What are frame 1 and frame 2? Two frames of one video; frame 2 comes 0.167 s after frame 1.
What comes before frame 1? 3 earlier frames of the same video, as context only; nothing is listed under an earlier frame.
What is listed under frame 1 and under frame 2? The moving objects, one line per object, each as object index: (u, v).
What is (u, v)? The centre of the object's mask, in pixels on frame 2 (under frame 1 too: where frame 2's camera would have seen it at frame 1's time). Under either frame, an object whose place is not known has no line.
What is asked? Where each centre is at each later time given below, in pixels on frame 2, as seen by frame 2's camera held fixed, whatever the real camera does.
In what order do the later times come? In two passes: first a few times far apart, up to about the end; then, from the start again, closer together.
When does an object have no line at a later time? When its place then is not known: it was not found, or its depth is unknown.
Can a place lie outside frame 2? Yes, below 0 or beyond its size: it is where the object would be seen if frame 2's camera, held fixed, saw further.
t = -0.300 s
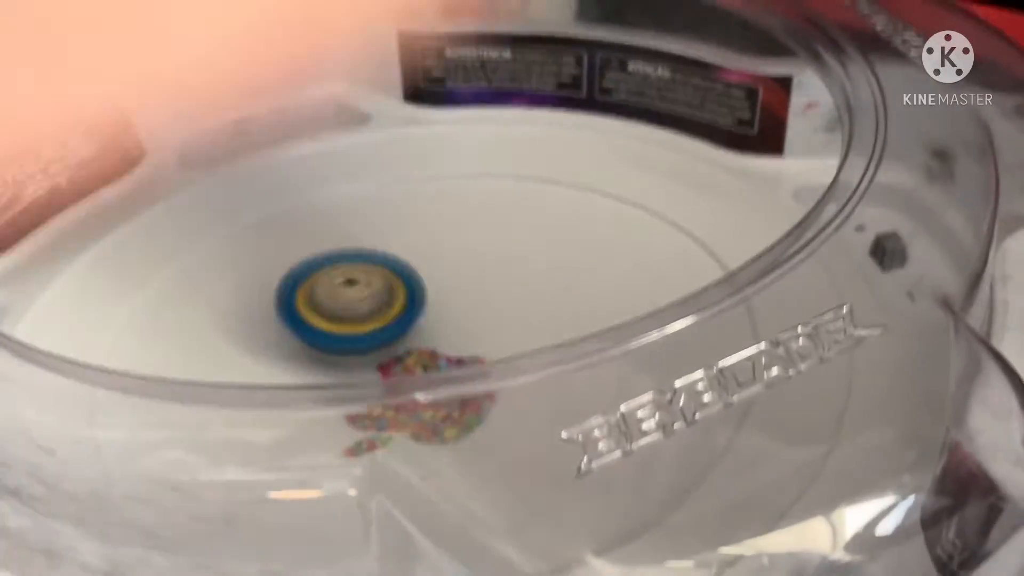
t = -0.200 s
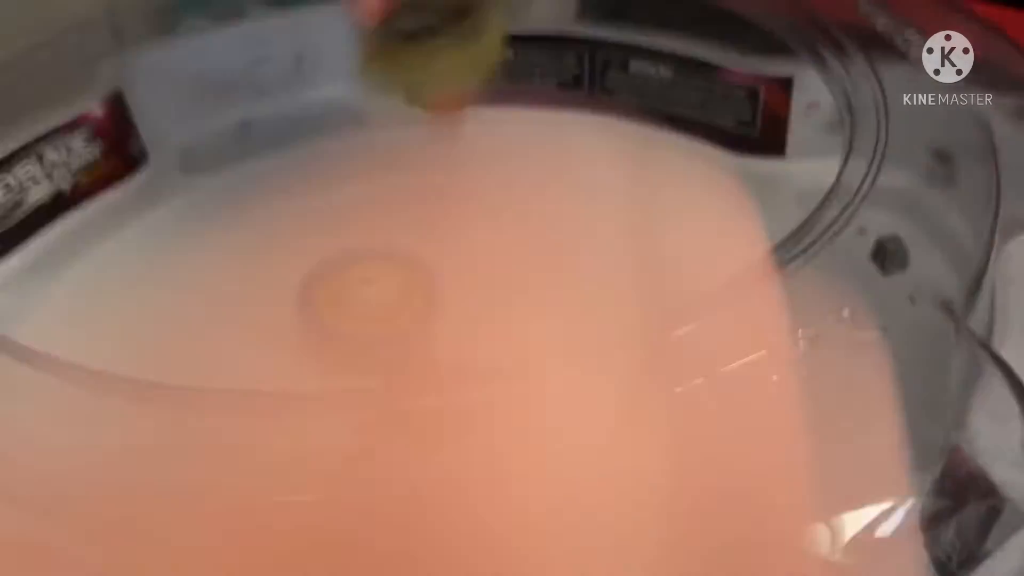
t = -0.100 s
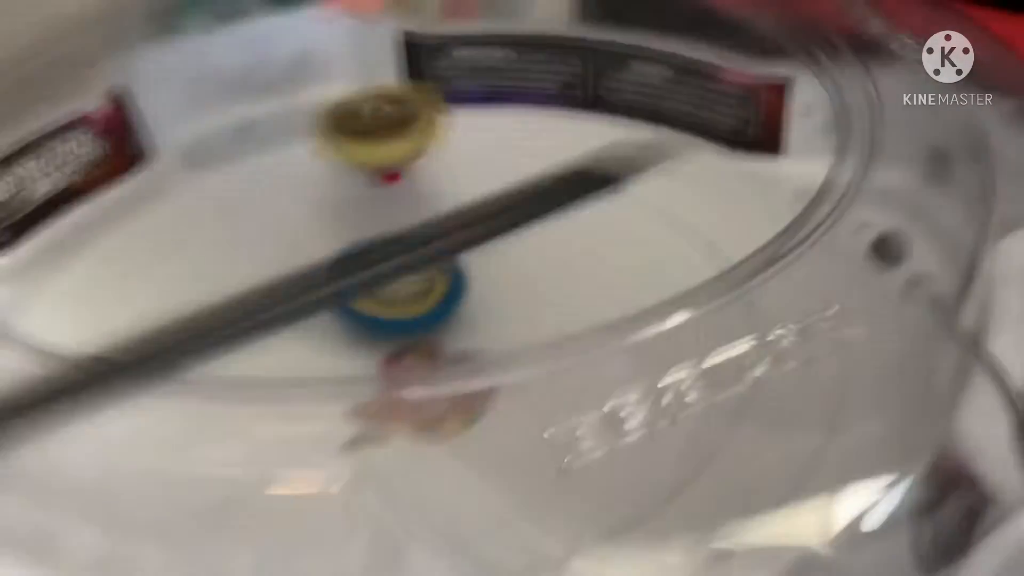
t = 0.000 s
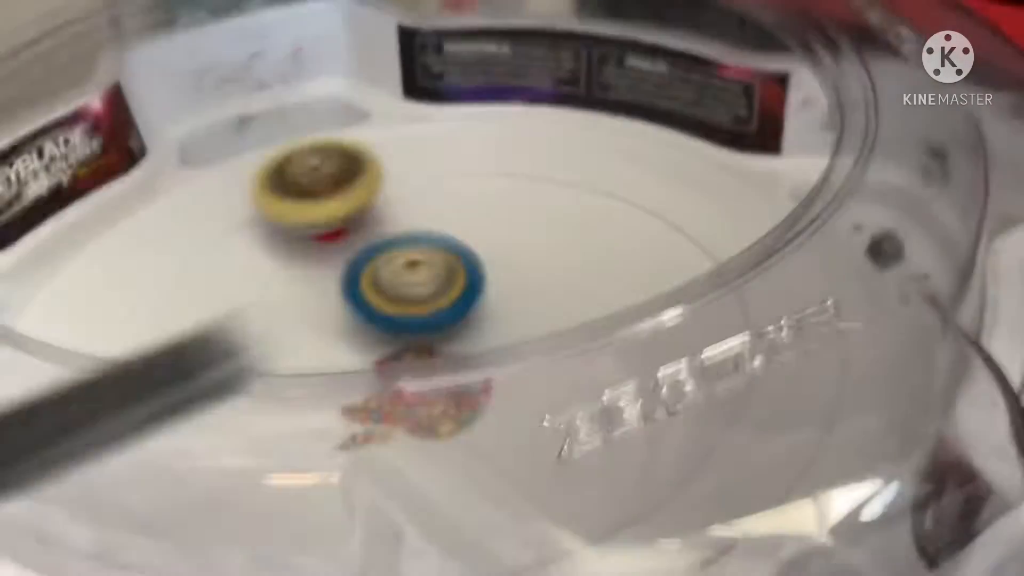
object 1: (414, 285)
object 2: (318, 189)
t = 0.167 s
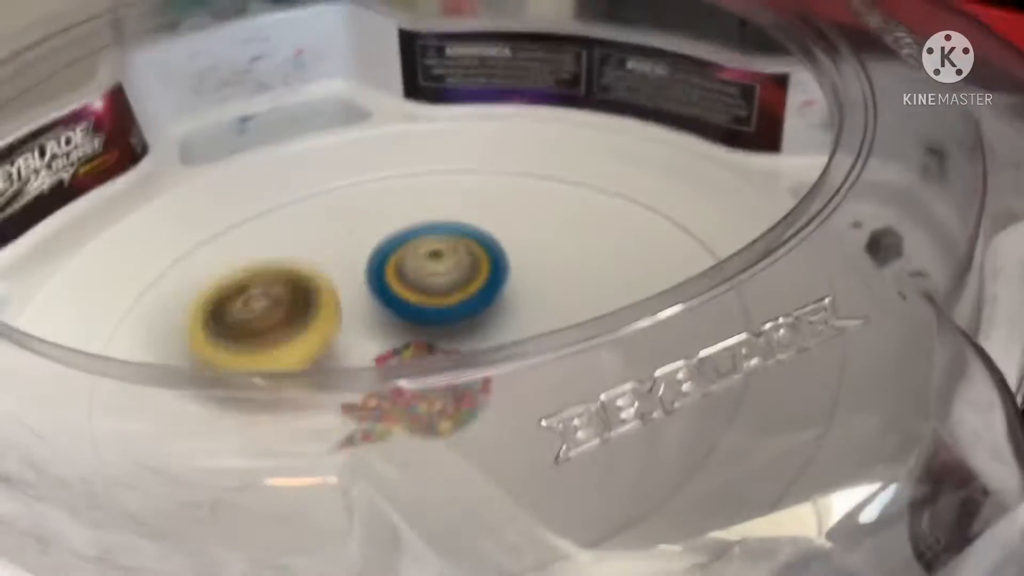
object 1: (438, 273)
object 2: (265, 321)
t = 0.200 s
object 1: (435, 274)
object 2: (279, 359)
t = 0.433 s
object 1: (431, 262)
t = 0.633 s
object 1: (423, 274)
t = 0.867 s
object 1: (461, 292)
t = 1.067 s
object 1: (448, 292)
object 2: (151, 397)
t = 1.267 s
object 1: (472, 312)
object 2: (567, 481)
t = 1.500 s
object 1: (464, 317)
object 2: (653, 185)
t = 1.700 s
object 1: (456, 316)
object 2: (297, 171)
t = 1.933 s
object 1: (454, 320)
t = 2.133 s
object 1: (427, 333)
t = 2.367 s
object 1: (413, 333)
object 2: (582, 165)
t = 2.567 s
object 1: (413, 330)
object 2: (287, 209)
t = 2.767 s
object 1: (402, 329)
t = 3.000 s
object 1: (388, 330)
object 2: (710, 424)
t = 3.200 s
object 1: (380, 324)
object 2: (638, 182)
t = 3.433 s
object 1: (383, 316)
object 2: (262, 185)
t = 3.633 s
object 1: (396, 308)
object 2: (111, 433)
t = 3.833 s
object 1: (406, 307)
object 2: (636, 467)
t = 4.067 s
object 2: (638, 169)
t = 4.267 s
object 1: (423, 303)
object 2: (347, 158)
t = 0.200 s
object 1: (435, 274)
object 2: (279, 359)
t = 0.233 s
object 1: (432, 273)
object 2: (308, 400)
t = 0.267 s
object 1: (428, 271)
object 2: (356, 435)
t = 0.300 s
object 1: (426, 269)
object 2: (410, 442)
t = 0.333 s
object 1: (425, 267)
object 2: (466, 441)
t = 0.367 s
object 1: (427, 265)
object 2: (518, 430)
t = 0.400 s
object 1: (429, 263)
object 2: (575, 407)
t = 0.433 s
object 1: (431, 262)
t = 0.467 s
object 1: (430, 261)
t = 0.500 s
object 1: (428, 261)
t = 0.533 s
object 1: (426, 263)
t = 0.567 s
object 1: (424, 266)
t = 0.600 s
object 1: (423, 270)
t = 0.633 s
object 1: (423, 274)
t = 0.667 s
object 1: (426, 279)
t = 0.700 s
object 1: (431, 283)
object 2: (584, 162)
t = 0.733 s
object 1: (439, 287)
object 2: (539, 155)
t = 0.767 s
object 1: (449, 289)
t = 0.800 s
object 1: (456, 290)
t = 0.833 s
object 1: (460, 292)
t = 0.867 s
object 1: (461, 292)
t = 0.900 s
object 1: (461, 292)
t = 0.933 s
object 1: (459, 291)
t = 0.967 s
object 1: (456, 292)
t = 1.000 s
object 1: (453, 291)
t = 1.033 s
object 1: (450, 290)
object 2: (156, 342)
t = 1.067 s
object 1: (448, 292)
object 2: (151, 397)
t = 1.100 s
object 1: (449, 293)
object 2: (166, 450)
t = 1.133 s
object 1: (454, 294)
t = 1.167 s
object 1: (459, 298)
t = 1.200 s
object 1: (464, 304)
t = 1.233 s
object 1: (467, 309)
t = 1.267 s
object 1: (472, 312)
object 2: (567, 481)
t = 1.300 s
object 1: (475, 313)
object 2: (660, 458)
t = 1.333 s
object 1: (477, 316)
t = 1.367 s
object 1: (476, 316)
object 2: (710, 325)
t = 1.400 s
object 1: (474, 316)
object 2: (726, 290)
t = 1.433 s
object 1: (472, 317)
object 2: (700, 235)
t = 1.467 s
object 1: (468, 317)
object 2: (690, 213)
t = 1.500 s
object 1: (464, 317)
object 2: (653, 185)
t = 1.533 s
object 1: (461, 316)
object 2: (604, 166)
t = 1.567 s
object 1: (460, 315)
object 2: (550, 154)
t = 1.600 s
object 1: (458, 315)
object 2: (493, 144)
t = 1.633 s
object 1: (457, 316)
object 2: (429, 144)
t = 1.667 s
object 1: (456, 315)
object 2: (364, 156)
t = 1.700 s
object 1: (456, 316)
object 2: (297, 171)
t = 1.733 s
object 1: (455, 317)
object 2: (237, 193)
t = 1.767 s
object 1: (453, 318)
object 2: (182, 224)
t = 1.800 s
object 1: (454, 319)
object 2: (133, 268)
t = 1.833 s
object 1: (454, 318)
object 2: (108, 308)
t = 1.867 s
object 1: (454, 319)
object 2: (99, 376)
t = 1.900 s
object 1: (454, 319)
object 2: (118, 438)
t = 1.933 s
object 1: (454, 320)
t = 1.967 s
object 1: (453, 322)
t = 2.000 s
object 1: (454, 321)
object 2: (408, 505)
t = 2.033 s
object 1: (451, 324)
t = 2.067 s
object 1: (442, 326)
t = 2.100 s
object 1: (433, 330)
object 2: (687, 439)
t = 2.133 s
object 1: (427, 333)
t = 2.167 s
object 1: (421, 335)
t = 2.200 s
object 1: (418, 336)
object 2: (719, 267)
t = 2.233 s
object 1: (418, 348)
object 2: (699, 232)
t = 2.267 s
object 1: (416, 349)
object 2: (687, 216)
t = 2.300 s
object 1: (413, 335)
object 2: (657, 193)
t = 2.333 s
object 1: (412, 334)
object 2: (622, 178)
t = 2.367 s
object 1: (413, 333)
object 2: (582, 165)
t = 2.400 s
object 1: (414, 333)
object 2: (538, 159)
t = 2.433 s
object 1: (414, 332)
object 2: (492, 158)
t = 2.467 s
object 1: (414, 330)
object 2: (440, 160)
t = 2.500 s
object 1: (415, 330)
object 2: (389, 170)
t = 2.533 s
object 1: (414, 329)
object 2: (337, 185)
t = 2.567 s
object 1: (413, 330)
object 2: (287, 209)
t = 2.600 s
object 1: (411, 330)
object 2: (240, 237)
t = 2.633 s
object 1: (409, 330)
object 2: (200, 271)
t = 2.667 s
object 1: (407, 330)
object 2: (171, 309)
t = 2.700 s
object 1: (406, 330)
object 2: (156, 352)
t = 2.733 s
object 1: (405, 328)
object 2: (154, 406)
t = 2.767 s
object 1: (402, 329)
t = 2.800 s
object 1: (400, 331)
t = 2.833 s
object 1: (399, 331)
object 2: (294, 505)
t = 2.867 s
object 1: (397, 329)
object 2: (386, 506)
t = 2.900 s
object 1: (395, 331)
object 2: (486, 496)
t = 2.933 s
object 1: (393, 331)
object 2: (560, 482)
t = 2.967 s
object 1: (392, 330)
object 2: (646, 461)
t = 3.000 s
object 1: (388, 330)
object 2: (710, 424)
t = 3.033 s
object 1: (387, 330)
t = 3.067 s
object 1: (385, 329)
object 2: (723, 298)
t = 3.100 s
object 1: (383, 328)
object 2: (712, 255)
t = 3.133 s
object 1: (381, 328)
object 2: (697, 226)
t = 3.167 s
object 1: (380, 326)
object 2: (675, 204)
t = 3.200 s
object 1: (380, 324)
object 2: (638, 182)
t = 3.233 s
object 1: (380, 323)
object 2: (590, 165)
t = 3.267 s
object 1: (381, 321)
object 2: (541, 155)
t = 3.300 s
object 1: (380, 320)
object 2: (489, 151)
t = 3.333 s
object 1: (381, 320)
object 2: (431, 153)
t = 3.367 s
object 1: (382, 318)
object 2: (375, 157)
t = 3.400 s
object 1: (383, 317)
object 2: (318, 169)
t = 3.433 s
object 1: (383, 316)
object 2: (262, 185)
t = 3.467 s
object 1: (385, 313)
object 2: (210, 207)
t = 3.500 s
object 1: (387, 313)
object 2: (165, 239)
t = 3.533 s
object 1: (389, 313)
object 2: (127, 279)
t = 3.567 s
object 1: (392, 310)
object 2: (108, 312)
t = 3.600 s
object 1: (394, 309)
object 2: (98, 378)
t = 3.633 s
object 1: (396, 308)
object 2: (111, 433)
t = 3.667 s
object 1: (397, 309)
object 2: (167, 468)
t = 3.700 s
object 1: (399, 307)
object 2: (249, 501)
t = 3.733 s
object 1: (402, 305)
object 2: (355, 507)
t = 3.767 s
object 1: (402, 308)
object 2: (457, 505)
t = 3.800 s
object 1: (404, 307)
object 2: (551, 483)
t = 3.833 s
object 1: (406, 307)
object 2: (636, 467)
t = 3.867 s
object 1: (406, 307)
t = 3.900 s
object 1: (406, 308)
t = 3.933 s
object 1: (407, 306)
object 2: (721, 297)
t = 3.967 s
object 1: (409, 304)
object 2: (701, 243)
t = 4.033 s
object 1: (413, 304)
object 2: (672, 199)
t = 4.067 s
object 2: (638, 169)
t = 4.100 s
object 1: (415, 303)
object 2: (595, 161)
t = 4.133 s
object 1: (417, 305)
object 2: (549, 151)
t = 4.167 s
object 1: (418, 303)
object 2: (500, 146)
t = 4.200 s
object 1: (420, 301)
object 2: (449, 144)
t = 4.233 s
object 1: (421, 303)
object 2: (398, 150)
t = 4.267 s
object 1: (423, 303)
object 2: (347, 158)
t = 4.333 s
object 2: (249, 194)
